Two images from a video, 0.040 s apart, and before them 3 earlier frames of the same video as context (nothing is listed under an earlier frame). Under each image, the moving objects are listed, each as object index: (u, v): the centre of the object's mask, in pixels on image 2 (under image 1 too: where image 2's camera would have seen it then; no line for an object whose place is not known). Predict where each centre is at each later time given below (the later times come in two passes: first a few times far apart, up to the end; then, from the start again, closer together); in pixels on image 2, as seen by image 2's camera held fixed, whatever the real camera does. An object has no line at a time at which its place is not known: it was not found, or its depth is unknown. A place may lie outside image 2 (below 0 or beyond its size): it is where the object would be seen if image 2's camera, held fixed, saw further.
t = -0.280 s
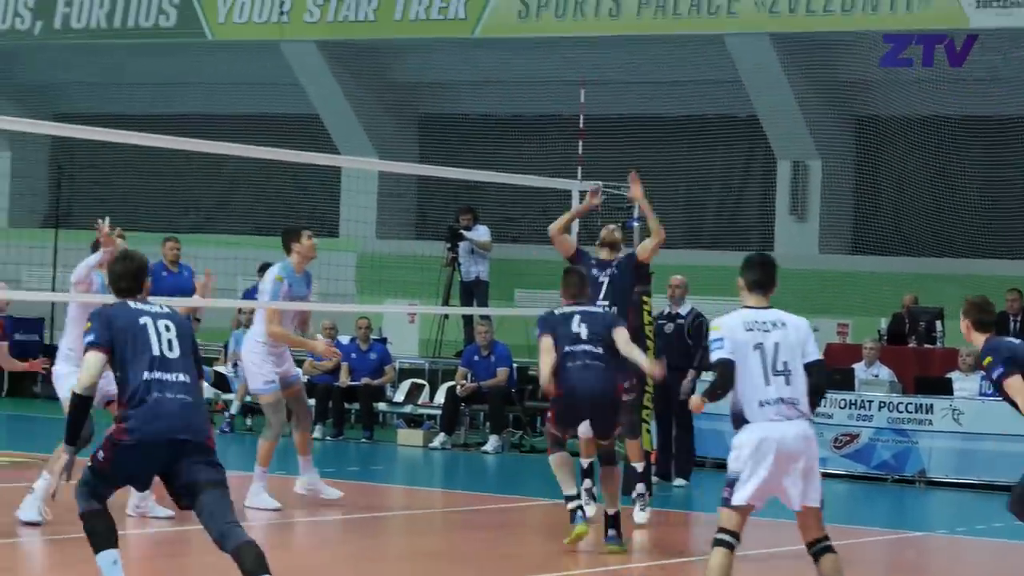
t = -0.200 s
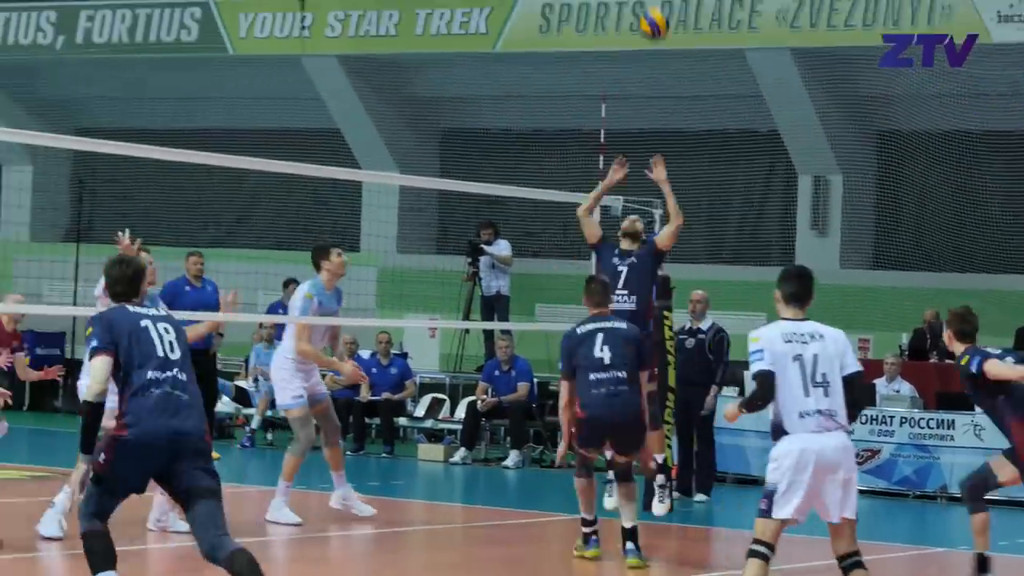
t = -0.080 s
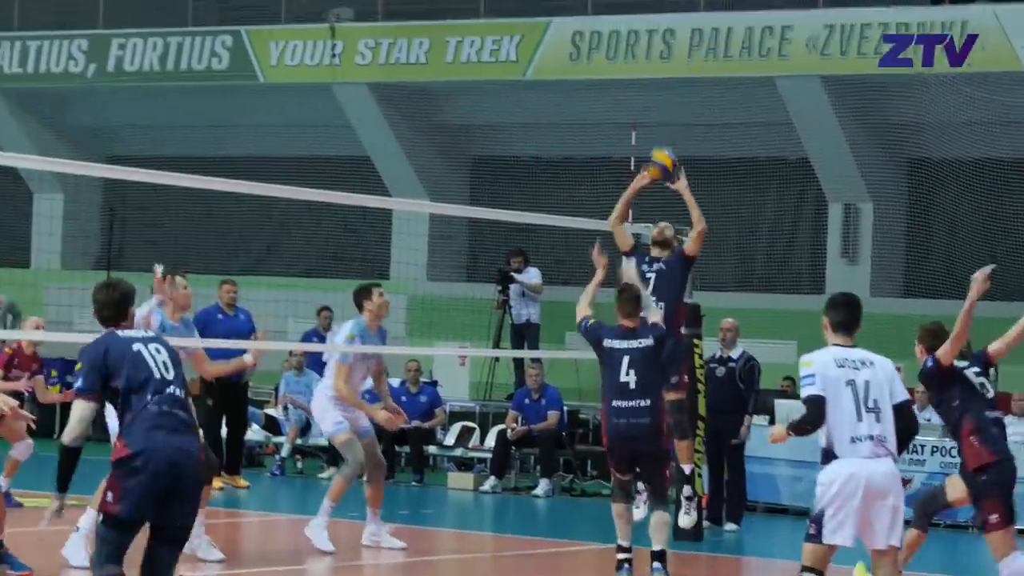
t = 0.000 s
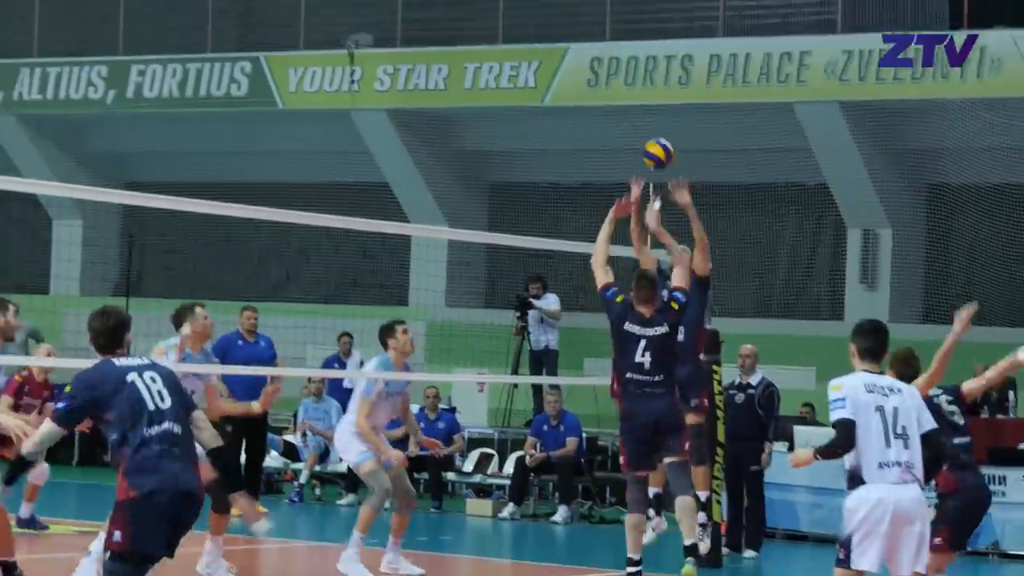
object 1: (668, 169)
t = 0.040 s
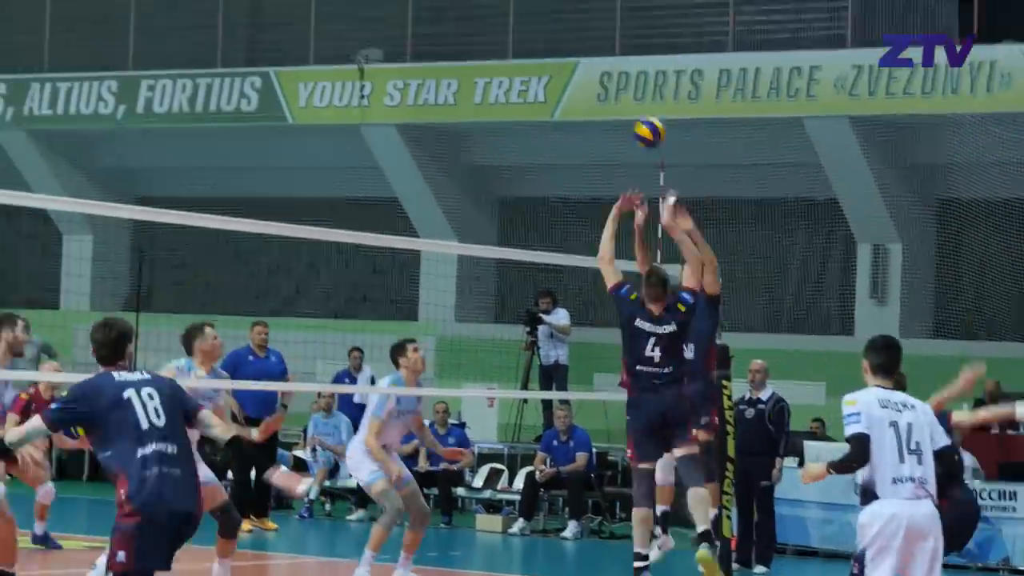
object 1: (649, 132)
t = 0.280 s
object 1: (527, -44)
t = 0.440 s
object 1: (435, -119)
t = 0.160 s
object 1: (590, 35)
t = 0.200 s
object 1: (570, 7)
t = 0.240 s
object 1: (549, -21)
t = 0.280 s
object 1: (527, -44)
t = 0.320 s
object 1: (504, -66)
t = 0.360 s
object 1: (481, -86)
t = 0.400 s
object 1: (459, -104)
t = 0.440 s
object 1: (435, -119)
